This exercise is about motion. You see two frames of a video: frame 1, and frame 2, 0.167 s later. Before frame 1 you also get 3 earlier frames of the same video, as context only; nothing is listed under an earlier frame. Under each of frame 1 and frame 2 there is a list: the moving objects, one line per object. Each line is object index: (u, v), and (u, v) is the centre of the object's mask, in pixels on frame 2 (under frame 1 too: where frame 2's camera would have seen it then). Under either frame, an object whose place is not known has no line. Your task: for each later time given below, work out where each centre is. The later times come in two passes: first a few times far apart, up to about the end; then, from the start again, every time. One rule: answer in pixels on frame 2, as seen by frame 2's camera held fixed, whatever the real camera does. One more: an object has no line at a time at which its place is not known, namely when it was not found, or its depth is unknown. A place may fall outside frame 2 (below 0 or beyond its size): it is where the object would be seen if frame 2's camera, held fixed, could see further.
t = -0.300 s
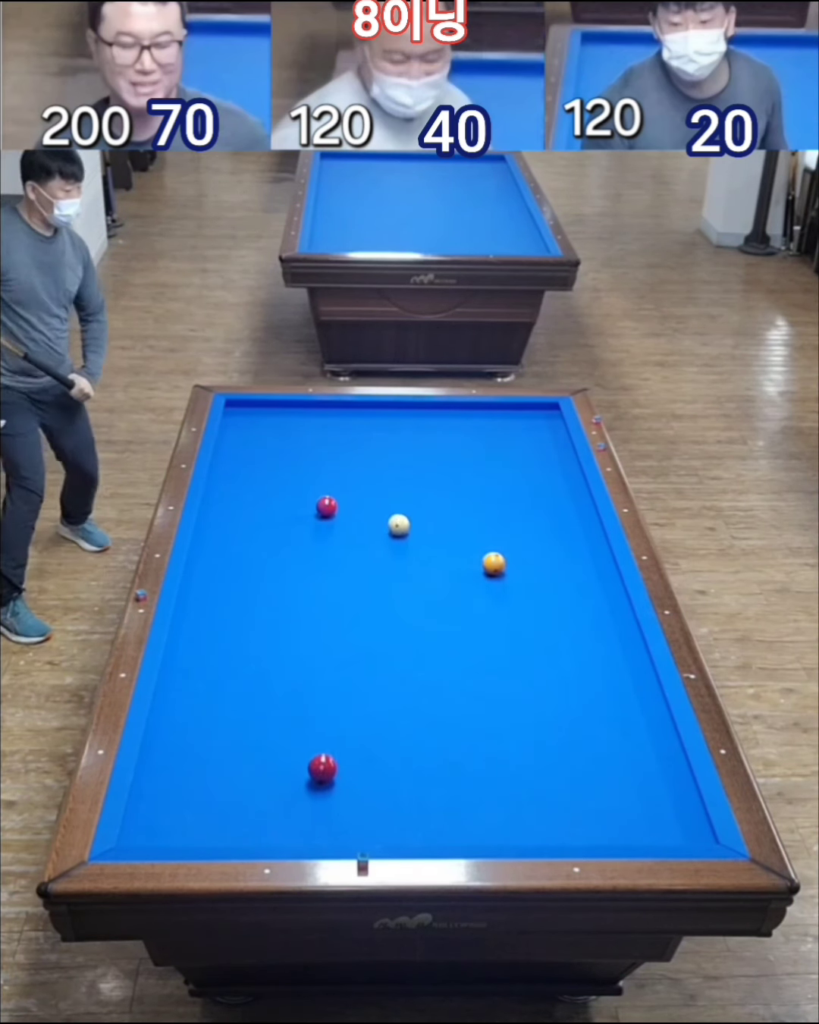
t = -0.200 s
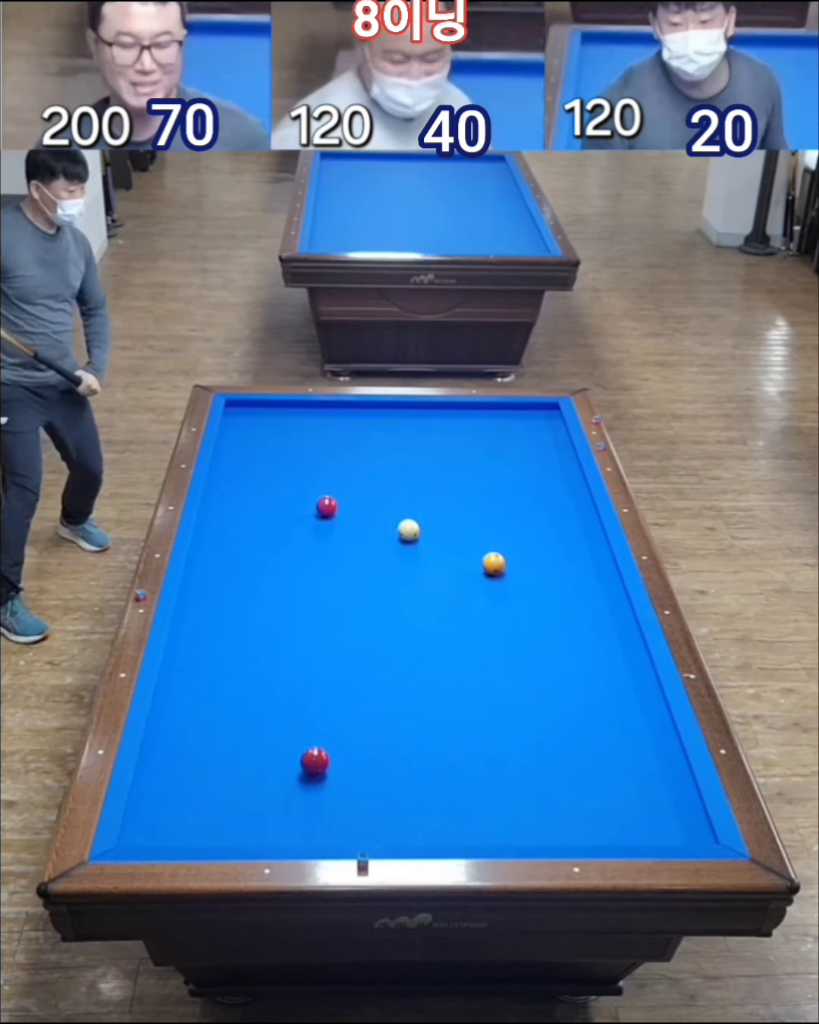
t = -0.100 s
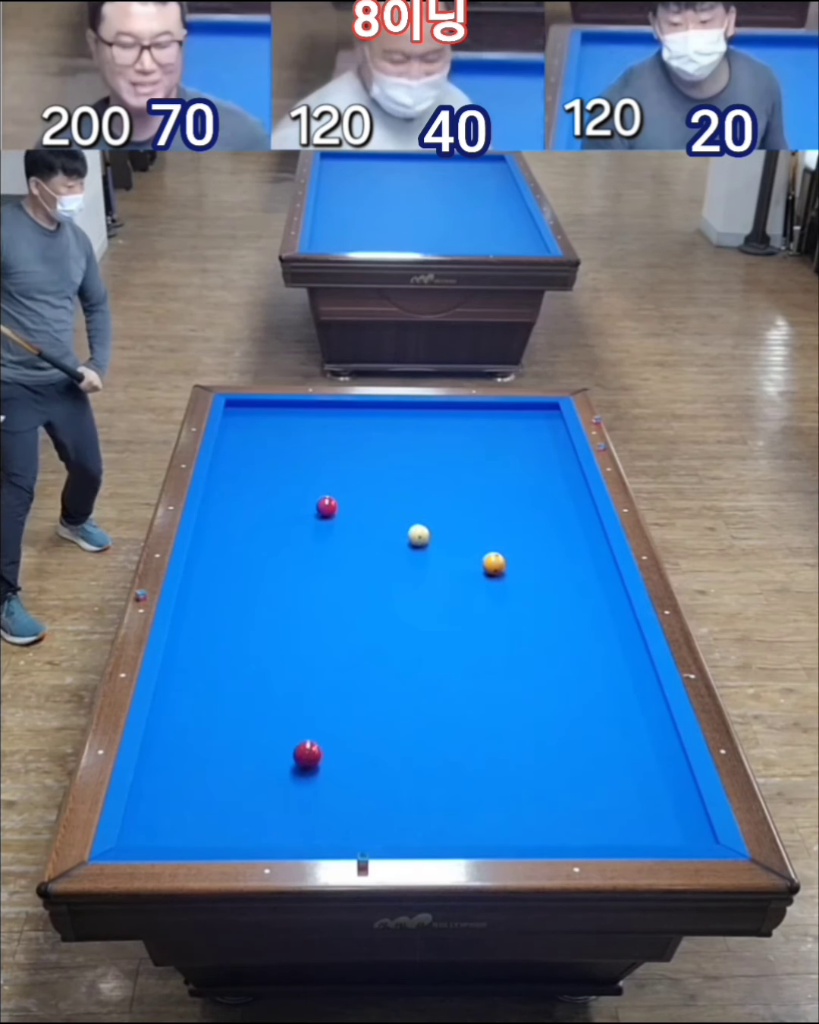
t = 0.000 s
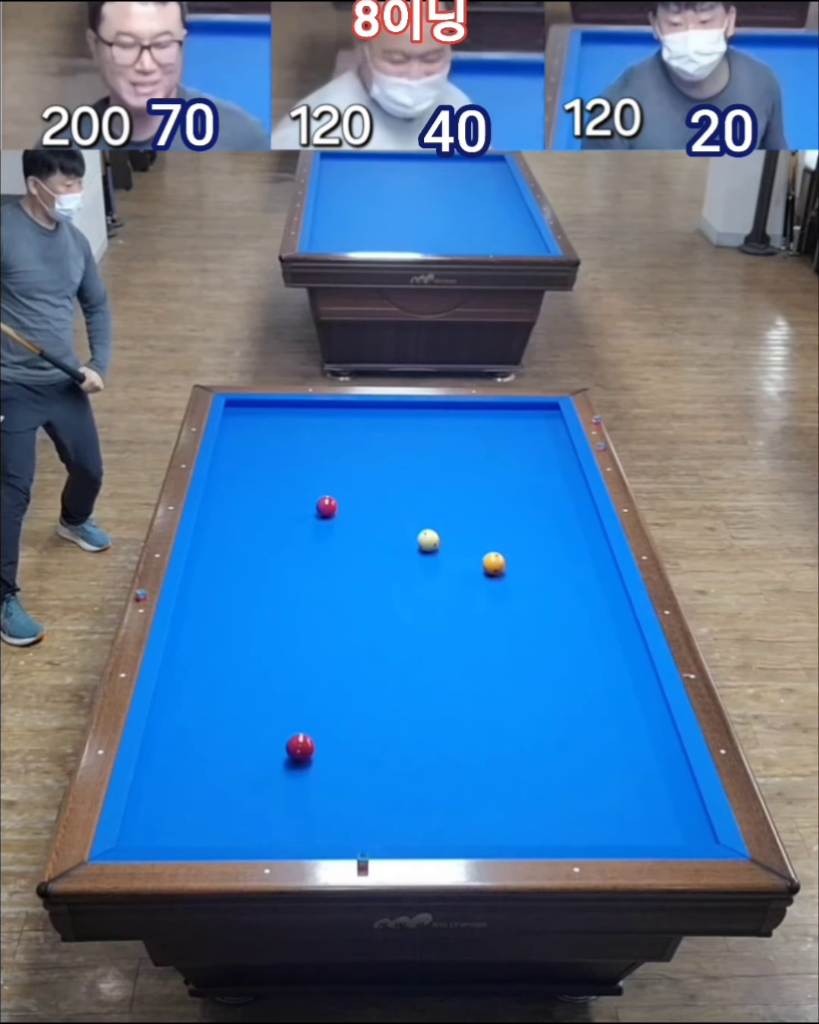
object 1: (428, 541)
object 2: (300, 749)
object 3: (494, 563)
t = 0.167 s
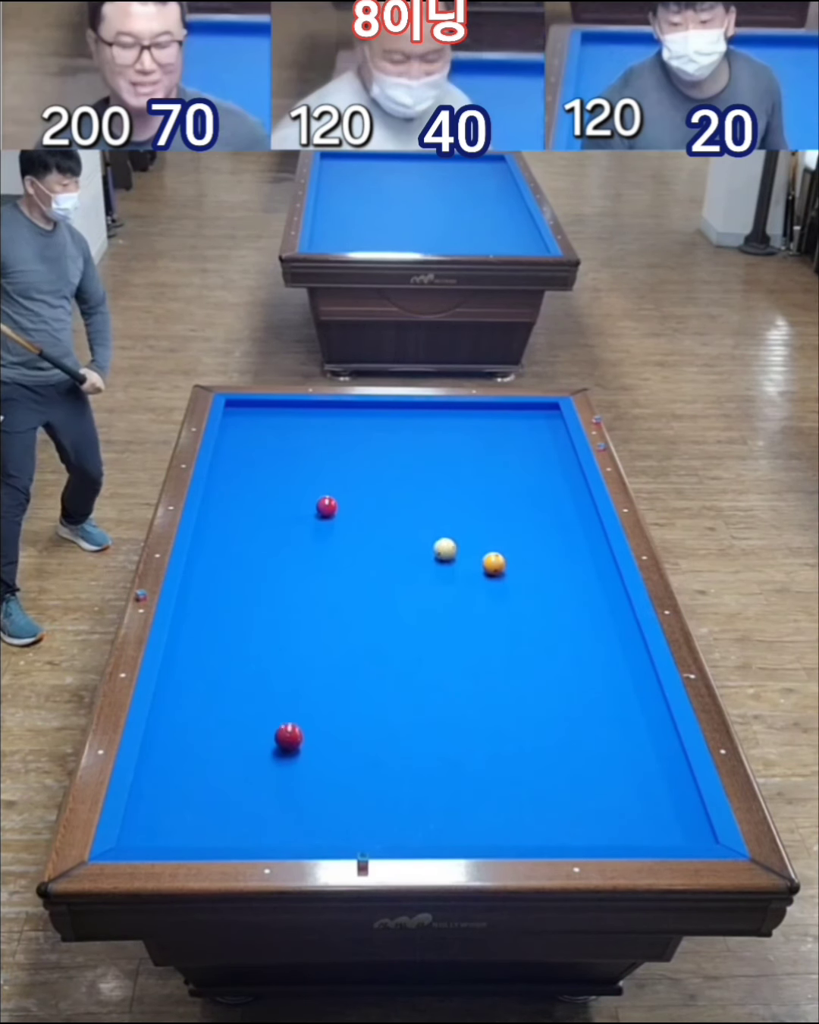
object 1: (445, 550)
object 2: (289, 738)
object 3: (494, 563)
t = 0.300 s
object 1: (459, 557)
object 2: (280, 730)
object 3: (494, 564)
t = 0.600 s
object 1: (475, 572)
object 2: (261, 712)
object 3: (506, 565)
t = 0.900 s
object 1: (483, 585)
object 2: (243, 696)
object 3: (525, 567)
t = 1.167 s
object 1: (489, 597)
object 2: (229, 683)
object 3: (541, 568)
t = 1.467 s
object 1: (496, 610)
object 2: (214, 670)
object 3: (557, 569)
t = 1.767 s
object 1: (504, 623)
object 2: (199, 657)
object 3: (572, 571)
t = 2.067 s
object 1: (511, 636)
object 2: (187, 646)
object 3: (586, 572)
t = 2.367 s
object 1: (518, 648)
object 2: (185, 636)
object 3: (598, 572)
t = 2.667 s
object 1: (524, 660)
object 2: (194, 628)
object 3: (609, 573)
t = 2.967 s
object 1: (531, 672)
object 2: (202, 621)
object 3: (604, 574)
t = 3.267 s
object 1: (536, 681)
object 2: (210, 615)
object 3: (600, 574)
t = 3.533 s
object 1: (542, 690)
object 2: (217, 611)
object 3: (598, 574)
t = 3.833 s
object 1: (548, 700)
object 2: (224, 606)
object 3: (597, 574)
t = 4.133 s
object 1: (553, 708)
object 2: (229, 602)
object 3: (597, 574)
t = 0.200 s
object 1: (448, 552)
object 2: (286, 736)
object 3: (494, 564)
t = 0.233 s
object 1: (452, 553)
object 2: (285, 734)
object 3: (494, 564)
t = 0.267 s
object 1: (455, 555)
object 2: (282, 732)
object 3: (494, 564)
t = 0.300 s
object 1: (459, 557)
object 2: (280, 730)
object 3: (494, 564)
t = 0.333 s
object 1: (462, 558)
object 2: (277, 728)
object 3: (494, 564)
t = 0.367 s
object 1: (465, 560)
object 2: (275, 726)
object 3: (494, 564)
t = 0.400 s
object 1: (468, 562)
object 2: (273, 724)
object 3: (494, 564)
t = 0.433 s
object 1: (471, 563)
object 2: (271, 722)
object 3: (495, 564)
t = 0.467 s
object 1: (471, 565)
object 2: (269, 720)
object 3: (498, 564)
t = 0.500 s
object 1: (472, 567)
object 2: (267, 718)
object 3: (500, 565)
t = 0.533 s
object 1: (473, 568)
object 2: (265, 716)
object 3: (502, 565)
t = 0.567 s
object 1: (474, 570)
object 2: (263, 714)
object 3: (504, 565)
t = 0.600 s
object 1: (475, 572)
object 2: (261, 712)
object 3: (506, 565)
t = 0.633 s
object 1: (476, 573)
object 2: (259, 710)
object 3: (508, 565)
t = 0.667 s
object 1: (476, 575)
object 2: (257, 708)
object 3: (510, 565)
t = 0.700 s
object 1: (477, 576)
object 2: (255, 707)
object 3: (513, 565)
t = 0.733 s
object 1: (478, 578)
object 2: (253, 705)
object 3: (515, 566)
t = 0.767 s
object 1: (479, 579)
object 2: (251, 703)
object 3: (517, 566)
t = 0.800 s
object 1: (480, 581)
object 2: (249, 702)
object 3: (519, 566)
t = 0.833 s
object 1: (481, 582)
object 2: (247, 700)
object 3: (521, 566)
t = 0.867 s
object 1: (482, 584)
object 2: (245, 698)
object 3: (523, 566)
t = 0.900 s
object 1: (483, 585)
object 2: (243, 696)
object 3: (525, 567)
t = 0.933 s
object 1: (483, 587)
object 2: (241, 695)
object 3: (527, 567)
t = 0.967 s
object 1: (484, 588)
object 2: (239, 693)
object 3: (529, 567)
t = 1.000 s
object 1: (485, 590)
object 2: (238, 692)
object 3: (531, 567)
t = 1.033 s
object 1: (486, 591)
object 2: (236, 690)
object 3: (533, 567)
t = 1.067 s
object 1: (487, 593)
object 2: (234, 688)
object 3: (535, 567)
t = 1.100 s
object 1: (488, 594)
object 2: (232, 686)
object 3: (537, 568)
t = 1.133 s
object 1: (488, 596)
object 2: (231, 685)
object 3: (539, 568)
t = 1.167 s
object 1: (489, 597)
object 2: (229, 683)
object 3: (541, 568)
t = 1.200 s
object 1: (490, 599)
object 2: (227, 682)
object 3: (543, 568)
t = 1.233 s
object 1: (491, 600)
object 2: (225, 680)
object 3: (544, 568)
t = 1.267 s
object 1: (491, 602)
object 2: (224, 679)
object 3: (546, 569)
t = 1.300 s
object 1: (493, 603)
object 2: (222, 677)
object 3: (548, 569)
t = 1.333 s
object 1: (493, 605)
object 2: (220, 676)
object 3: (550, 569)
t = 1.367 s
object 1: (494, 606)
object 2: (219, 674)
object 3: (552, 569)
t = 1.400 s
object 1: (495, 607)
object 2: (217, 673)
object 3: (554, 569)
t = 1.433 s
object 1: (496, 609)
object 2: (215, 671)
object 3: (555, 569)
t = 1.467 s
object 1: (496, 610)
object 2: (214, 670)
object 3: (557, 569)
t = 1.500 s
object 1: (497, 611)
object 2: (212, 668)
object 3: (559, 570)
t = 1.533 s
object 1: (498, 613)
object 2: (211, 667)
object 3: (561, 570)
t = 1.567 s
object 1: (499, 615)
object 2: (209, 666)
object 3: (562, 570)
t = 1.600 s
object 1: (500, 616)
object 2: (207, 664)
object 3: (564, 570)
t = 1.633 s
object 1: (501, 618)
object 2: (206, 663)
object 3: (566, 570)
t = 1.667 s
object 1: (501, 619)
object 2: (204, 661)
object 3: (568, 570)
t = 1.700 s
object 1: (502, 621)
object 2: (202, 660)
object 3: (569, 570)
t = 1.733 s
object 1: (503, 622)
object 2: (201, 659)
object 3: (571, 571)
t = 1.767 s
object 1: (504, 623)
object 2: (199, 657)
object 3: (572, 571)
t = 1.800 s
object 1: (505, 625)
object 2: (198, 656)
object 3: (574, 571)
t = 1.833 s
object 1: (505, 626)
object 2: (196, 655)
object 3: (575, 571)
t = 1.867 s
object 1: (506, 628)
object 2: (195, 653)
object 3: (577, 571)
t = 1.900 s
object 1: (507, 629)
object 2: (194, 652)
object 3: (578, 571)
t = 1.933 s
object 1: (508, 631)
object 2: (192, 651)
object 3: (580, 571)
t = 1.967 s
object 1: (508, 632)
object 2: (191, 650)
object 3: (581, 571)
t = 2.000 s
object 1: (509, 634)
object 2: (189, 648)
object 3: (583, 571)
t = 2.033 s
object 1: (510, 635)
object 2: (188, 647)
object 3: (584, 571)
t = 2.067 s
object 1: (511, 636)
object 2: (187, 646)
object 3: (586, 572)
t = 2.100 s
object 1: (512, 638)
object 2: (185, 645)
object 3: (587, 572)
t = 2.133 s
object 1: (512, 639)
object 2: (184, 643)
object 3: (589, 572)
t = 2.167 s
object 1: (513, 640)
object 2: (183, 642)
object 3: (590, 572)
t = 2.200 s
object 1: (514, 642)
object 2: (181, 641)
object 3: (592, 572)
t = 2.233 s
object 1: (515, 643)
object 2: (181, 640)
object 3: (593, 572)
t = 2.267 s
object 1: (515, 644)
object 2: (182, 639)
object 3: (594, 572)
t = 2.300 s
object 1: (516, 645)
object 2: (183, 638)
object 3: (596, 572)
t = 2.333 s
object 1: (517, 647)
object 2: (184, 637)
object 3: (597, 572)
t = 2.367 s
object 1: (518, 648)
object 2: (185, 636)
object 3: (598, 572)
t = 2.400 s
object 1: (518, 650)
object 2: (186, 635)
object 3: (600, 573)
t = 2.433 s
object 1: (519, 651)
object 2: (187, 634)
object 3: (601, 573)
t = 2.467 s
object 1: (520, 652)
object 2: (188, 633)
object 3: (602, 573)
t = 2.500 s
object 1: (520, 654)
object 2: (189, 633)
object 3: (603, 573)
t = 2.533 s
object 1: (521, 655)
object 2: (190, 632)
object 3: (605, 573)
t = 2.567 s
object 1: (522, 656)
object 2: (191, 631)
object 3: (606, 573)
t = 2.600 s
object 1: (523, 657)
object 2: (192, 630)
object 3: (607, 573)
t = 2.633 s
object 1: (523, 659)
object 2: (193, 629)
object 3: (608, 574)
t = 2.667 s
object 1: (524, 660)
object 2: (194, 628)
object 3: (609, 573)
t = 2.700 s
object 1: (525, 661)
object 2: (195, 628)
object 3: (609, 574)
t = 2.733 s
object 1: (526, 662)
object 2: (196, 627)
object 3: (608, 574)
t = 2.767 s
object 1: (526, 664)
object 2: (197, 626)
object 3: (607, 574)
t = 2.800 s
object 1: (527, 665)
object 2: (198, 625)
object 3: (607, 574)
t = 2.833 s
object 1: (528, 666)
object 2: (199, 625)
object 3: (606, 574)
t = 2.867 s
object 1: (528, 668)
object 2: (200, 624)
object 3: (606, 574)
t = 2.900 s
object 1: (529, 669)
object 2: (200, 623)
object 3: (605, 574)
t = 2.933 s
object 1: (530, 670)
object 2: (202, 622)
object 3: (605, 574)
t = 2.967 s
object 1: (531, 672)
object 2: (202, 621)
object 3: (604, 574)
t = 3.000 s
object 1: (531, 672)
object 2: (203, 621)
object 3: (604, 574)
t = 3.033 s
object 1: (532, 673)
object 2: (204, 620)
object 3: (603, 574)
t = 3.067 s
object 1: (532, 675)
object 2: (205, 620)
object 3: (603, 574)
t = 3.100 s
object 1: (533, 676)
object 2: (206, 619)
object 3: (602, 574)
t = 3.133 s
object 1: (534, 677)
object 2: (207, 618)
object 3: (602, 574)
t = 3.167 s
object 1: (535, 678)
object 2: (208, 617)
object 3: (601, 574)
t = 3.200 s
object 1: (535, 680)
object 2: (208, 617)
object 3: (600, 575)
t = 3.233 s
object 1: (536, 681)
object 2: (209, 616)
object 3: (600, 574)
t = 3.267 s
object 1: (536, 681)
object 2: (210, 615)
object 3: (600, 574)
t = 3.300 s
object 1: (537, 683)
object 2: (211, 615)
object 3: (600, 574)
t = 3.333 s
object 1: (538, 684)
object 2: (212, 614)
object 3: (600, 574)
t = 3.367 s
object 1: (538, 685)
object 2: (213, 614)
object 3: (599, 574)
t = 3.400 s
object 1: (539, 686)
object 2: (213, 613)
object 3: (599, 574)
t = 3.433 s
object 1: (540, 687)
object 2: (214, 613)
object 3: (598, 574)
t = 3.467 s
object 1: (541, 688)
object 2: (215, 612)
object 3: (598, 574)
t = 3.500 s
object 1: (542, 689)
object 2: (216, 611)
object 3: (598, 574)
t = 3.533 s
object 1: (542, 690)
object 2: (217, 611)
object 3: (598, 574)
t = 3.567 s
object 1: (543, 692)
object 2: (217, 610)
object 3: (598, 574)
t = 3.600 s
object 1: (543, 693)
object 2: (218, 610)
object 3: (597, 574)
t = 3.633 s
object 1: (544, 694)
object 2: (219, 610)
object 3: (597, 574)
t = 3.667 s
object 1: (545, 695)
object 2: (220, 609)
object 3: (597, 574)
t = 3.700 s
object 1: (545, 696)
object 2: (220, 608)
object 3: (597, 574)
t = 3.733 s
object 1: (546, 697)
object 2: (221, 608)
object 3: (597, 574)
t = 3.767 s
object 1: (547, 698)
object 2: (222, 607)
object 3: (597, 574)
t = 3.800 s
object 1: (547, 699)
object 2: (223, 606)
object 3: (597, 574)
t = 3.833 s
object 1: (548, 700)
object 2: (224, 606)
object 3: (597, 574)
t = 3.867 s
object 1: (548, 701)
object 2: (224, 606)
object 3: (596, 574)
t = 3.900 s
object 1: (549, 702)
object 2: (225, 605)
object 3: (596, 574)
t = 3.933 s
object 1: (549, 703)
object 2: (226, 605)
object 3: (596, 574)
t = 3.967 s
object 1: (550, 704)
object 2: (226, 604)
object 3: (596, 574)
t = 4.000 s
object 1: (551, 705)
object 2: (227, 604)
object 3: (596, 574)
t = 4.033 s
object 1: (551, 706)
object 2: (228, 604)
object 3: (596, 574)
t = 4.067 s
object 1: (552, 707)
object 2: (228, 603)
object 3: (596, 574)
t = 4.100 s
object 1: (552, 707)
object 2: (229, 603)
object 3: (597, 574)
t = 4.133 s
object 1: (553, 708)
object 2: (229, 602)
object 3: (597, 574)
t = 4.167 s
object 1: (553, 709)
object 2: (230, 602)
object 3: (597, 574)
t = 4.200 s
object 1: (554, 710)
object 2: (230, 602)
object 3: (597, 574)
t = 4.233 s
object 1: (554, 711)
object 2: (231, 601)
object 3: (597, 574)
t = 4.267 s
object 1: (555, 712)
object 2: (232, 601)
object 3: (597, 574)
